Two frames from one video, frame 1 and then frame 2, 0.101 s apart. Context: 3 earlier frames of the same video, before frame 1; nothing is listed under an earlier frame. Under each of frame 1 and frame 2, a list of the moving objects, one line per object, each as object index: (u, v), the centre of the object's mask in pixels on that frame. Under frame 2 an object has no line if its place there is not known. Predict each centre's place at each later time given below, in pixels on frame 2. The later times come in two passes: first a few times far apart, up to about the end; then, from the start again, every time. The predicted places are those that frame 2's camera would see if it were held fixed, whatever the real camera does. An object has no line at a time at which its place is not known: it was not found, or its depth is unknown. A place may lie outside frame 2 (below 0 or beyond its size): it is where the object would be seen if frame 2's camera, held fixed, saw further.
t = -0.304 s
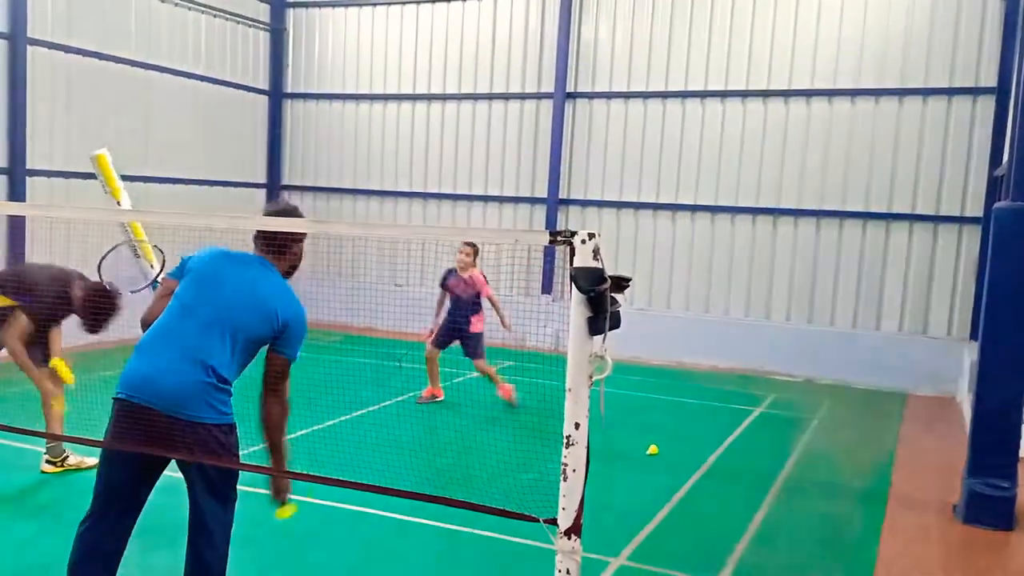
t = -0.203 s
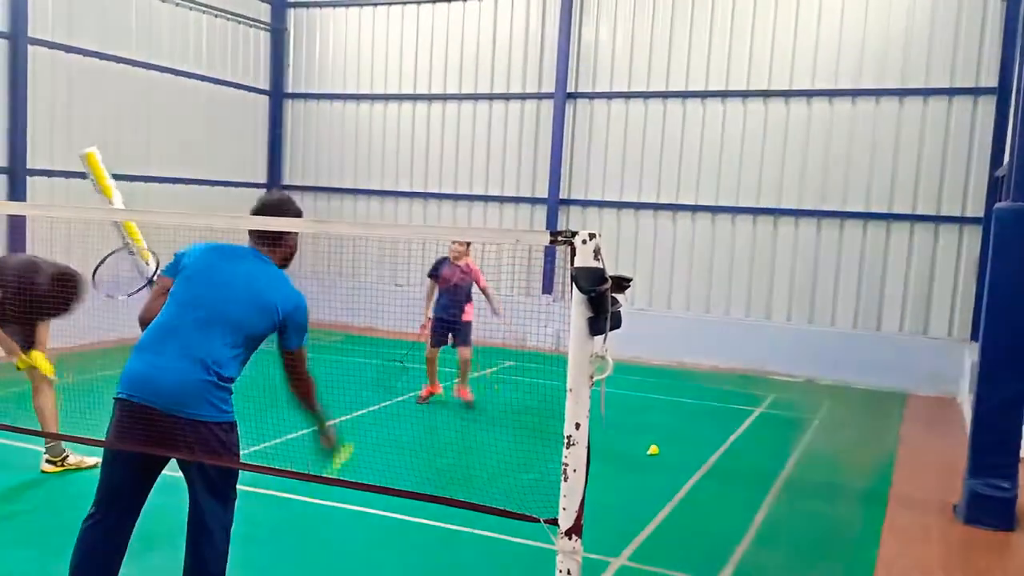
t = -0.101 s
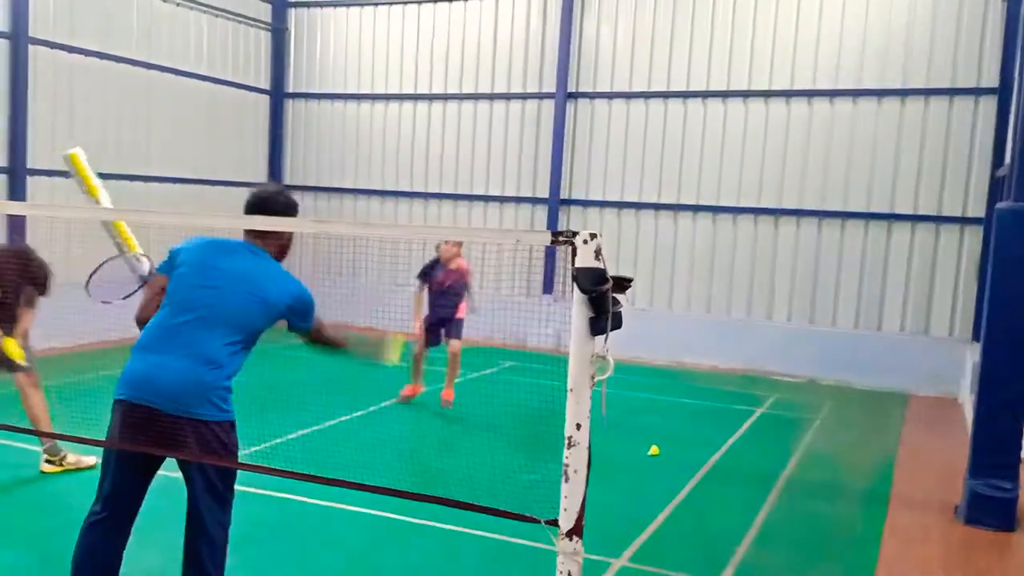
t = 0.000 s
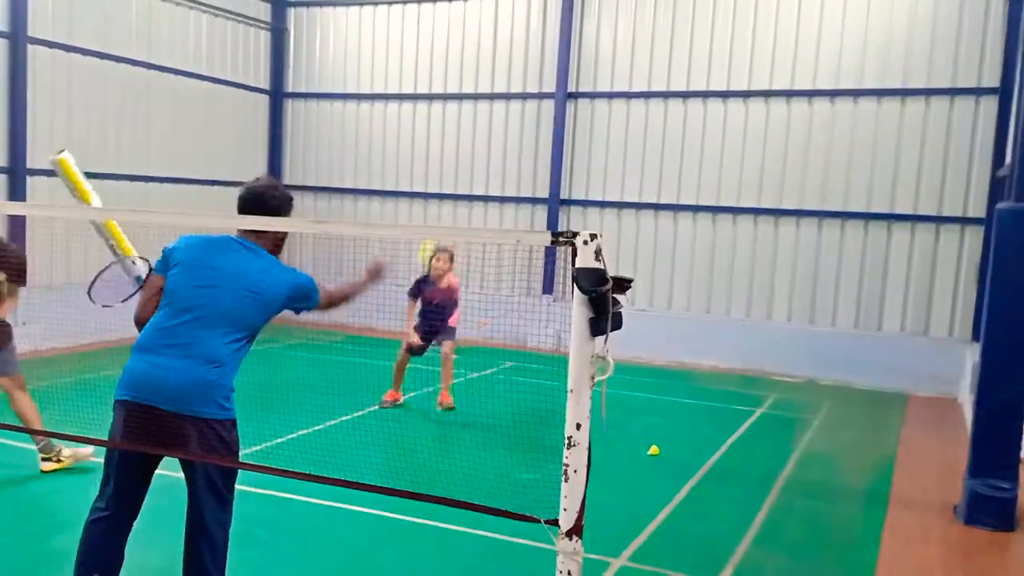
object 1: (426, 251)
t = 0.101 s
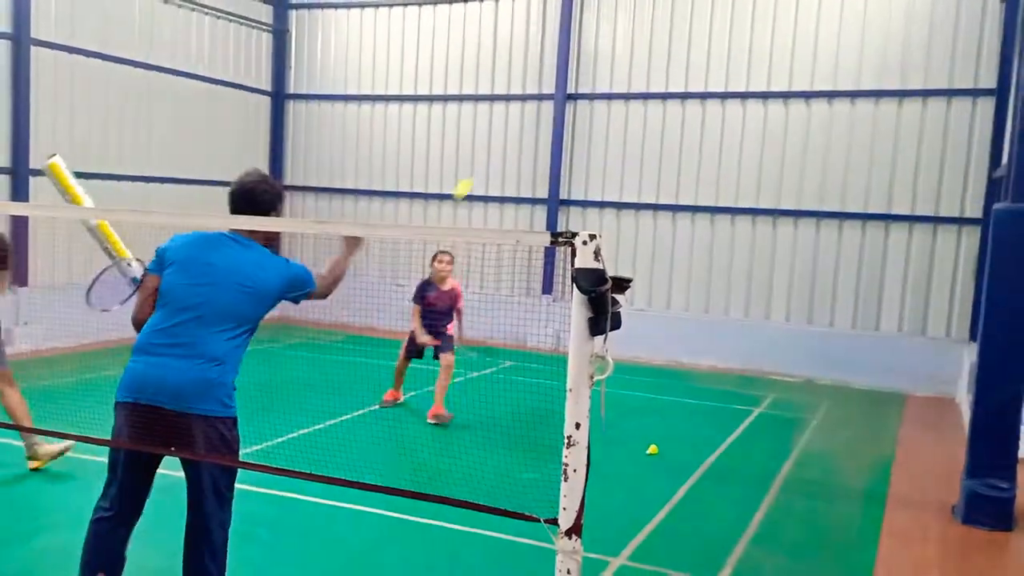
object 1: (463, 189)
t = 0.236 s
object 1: (503, 151)
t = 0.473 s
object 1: (547, 161)
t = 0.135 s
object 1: (475, 176)
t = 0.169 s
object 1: (486, 165)
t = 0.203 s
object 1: (495, 158)
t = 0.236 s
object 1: (503, 151)
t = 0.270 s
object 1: (511, 147)
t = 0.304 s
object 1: (517, 145)
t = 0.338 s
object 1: (523, 144)
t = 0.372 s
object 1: (529, 145)
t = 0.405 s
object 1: (535, 147)
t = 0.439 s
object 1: (541, 152)
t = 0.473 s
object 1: (547, 161)
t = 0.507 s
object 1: (553, 171)
